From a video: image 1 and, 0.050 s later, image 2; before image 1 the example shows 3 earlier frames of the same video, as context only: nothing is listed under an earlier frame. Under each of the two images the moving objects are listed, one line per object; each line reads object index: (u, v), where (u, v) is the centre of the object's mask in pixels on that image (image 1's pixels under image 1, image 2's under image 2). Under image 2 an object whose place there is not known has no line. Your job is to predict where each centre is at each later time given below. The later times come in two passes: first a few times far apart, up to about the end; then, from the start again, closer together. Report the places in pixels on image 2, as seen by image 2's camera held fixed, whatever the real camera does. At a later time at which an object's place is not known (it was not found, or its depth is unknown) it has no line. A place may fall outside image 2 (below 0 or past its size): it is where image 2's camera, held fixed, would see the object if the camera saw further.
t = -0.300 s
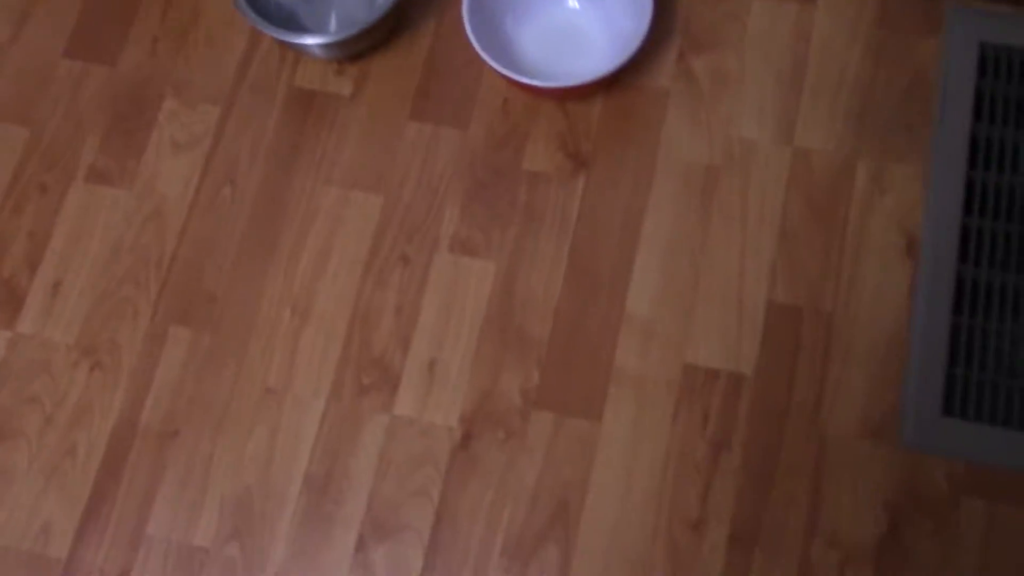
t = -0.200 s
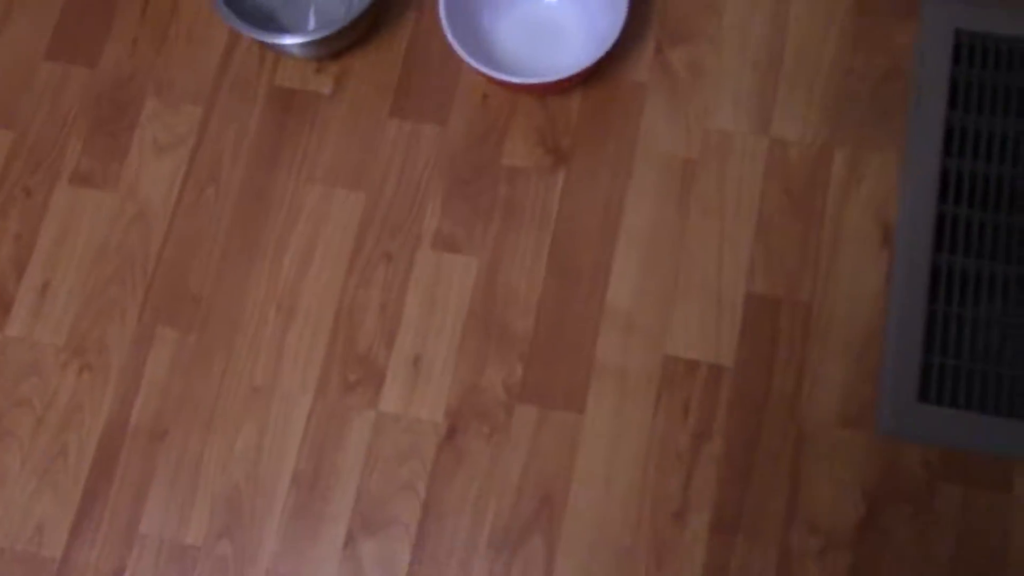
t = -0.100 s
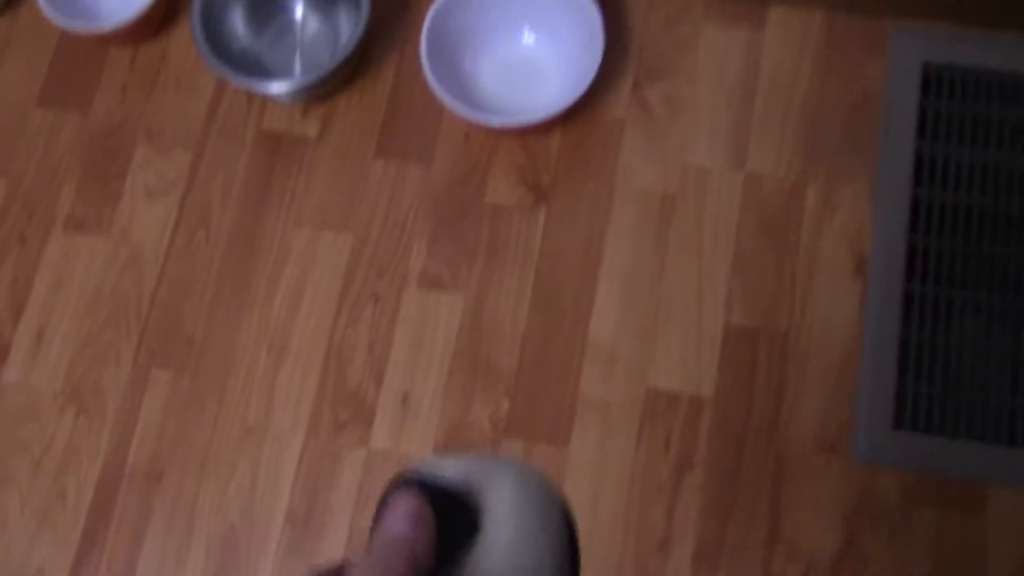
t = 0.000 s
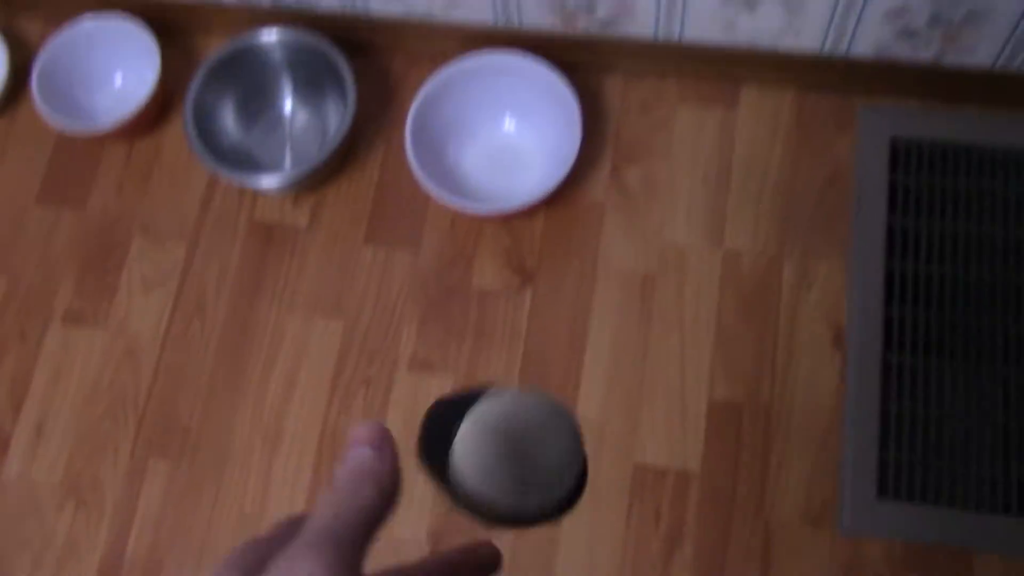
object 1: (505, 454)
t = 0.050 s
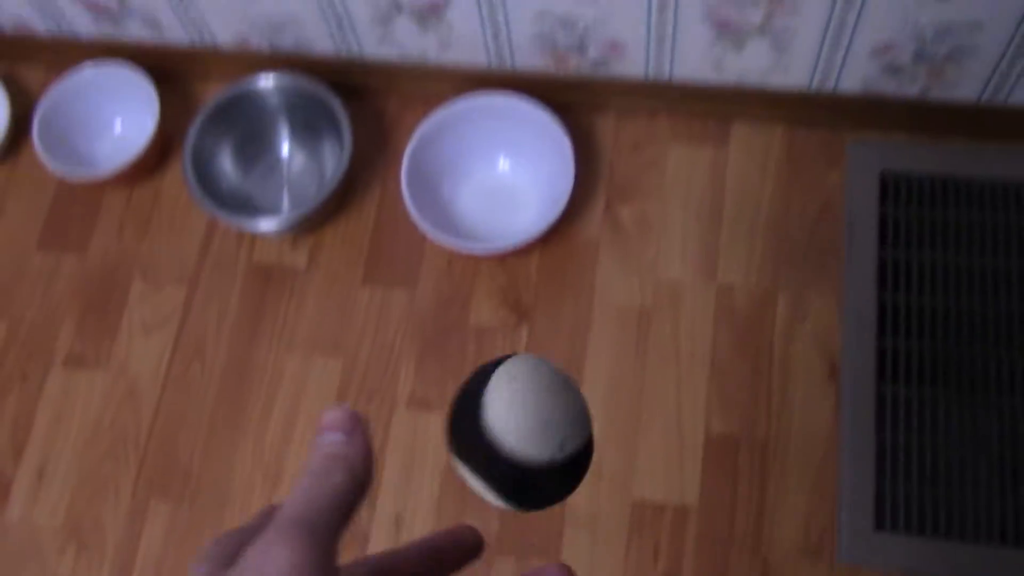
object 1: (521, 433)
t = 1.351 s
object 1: (570, 409)
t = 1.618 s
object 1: (570, 408)
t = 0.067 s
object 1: (526, 418)
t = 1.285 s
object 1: (570, 410)
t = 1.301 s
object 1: (572, 409)
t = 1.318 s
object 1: (570, 409)
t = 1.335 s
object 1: (570, 410)
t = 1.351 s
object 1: (570, 409)
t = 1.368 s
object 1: (570, 410)
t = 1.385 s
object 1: (570, 409)
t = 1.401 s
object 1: (572, 409)
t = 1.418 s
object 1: (570, 409)
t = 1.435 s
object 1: (570, 409)
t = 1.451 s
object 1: (570, 409)
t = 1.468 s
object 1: (570, 409)
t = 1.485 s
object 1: (570, 409)
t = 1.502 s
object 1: (571, 408)
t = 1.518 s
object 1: (570, 409)
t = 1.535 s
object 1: (570, 409)
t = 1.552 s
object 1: (570, 409)
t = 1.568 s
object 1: (571, 408)
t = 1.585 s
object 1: (572, 408)
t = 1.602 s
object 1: (572, 408)
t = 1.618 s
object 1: (570, 408)
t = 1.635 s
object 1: (570, 408)
